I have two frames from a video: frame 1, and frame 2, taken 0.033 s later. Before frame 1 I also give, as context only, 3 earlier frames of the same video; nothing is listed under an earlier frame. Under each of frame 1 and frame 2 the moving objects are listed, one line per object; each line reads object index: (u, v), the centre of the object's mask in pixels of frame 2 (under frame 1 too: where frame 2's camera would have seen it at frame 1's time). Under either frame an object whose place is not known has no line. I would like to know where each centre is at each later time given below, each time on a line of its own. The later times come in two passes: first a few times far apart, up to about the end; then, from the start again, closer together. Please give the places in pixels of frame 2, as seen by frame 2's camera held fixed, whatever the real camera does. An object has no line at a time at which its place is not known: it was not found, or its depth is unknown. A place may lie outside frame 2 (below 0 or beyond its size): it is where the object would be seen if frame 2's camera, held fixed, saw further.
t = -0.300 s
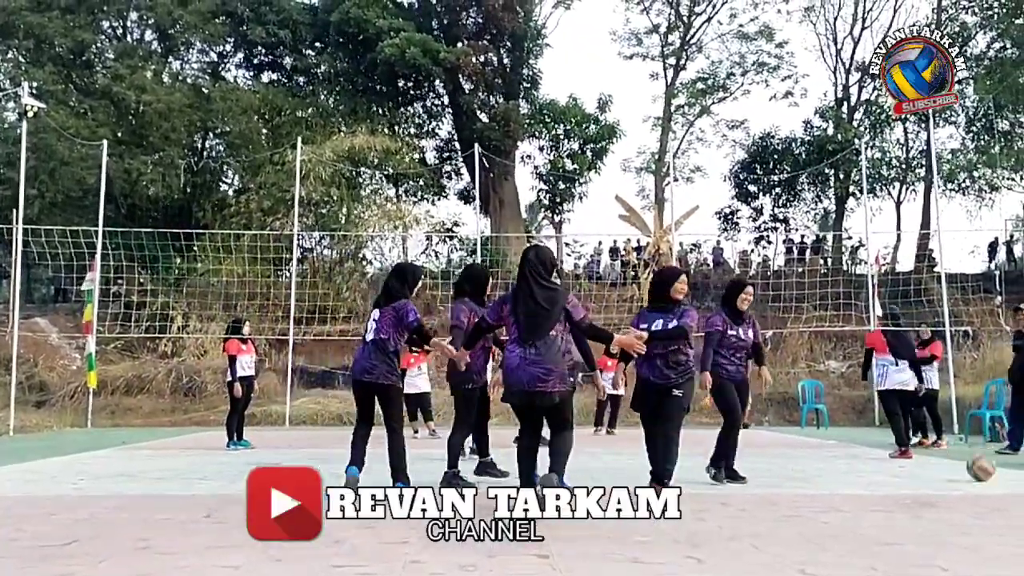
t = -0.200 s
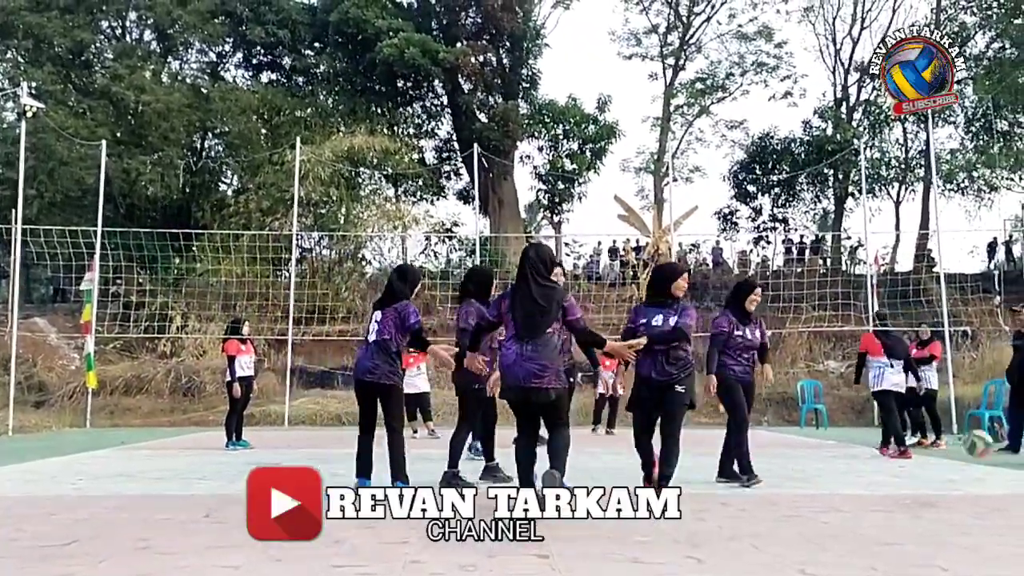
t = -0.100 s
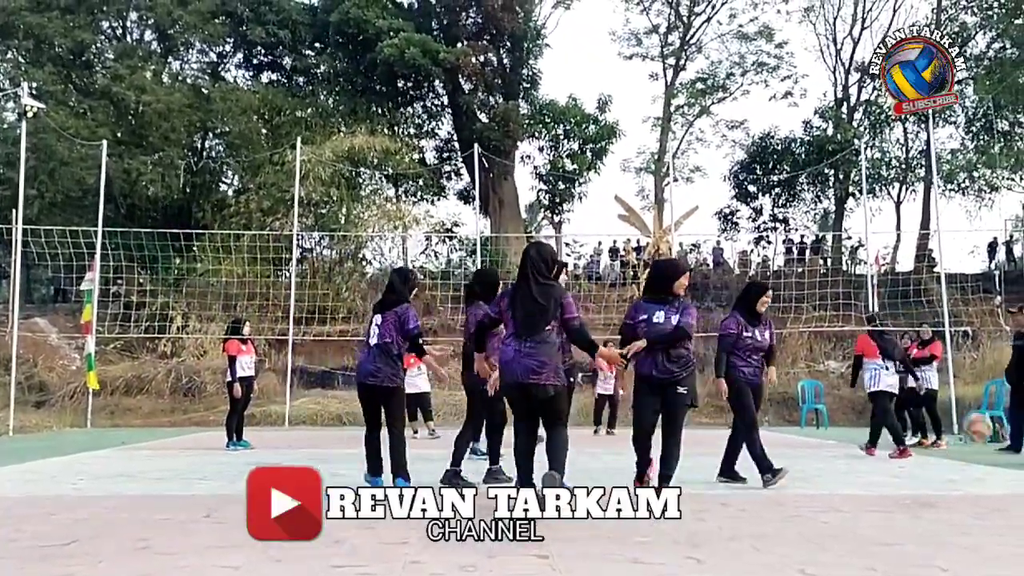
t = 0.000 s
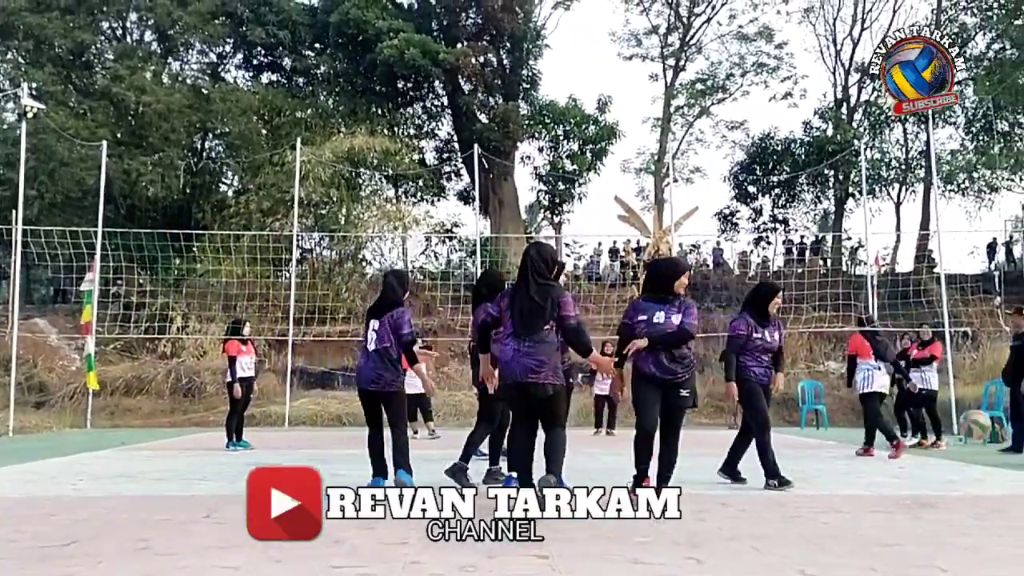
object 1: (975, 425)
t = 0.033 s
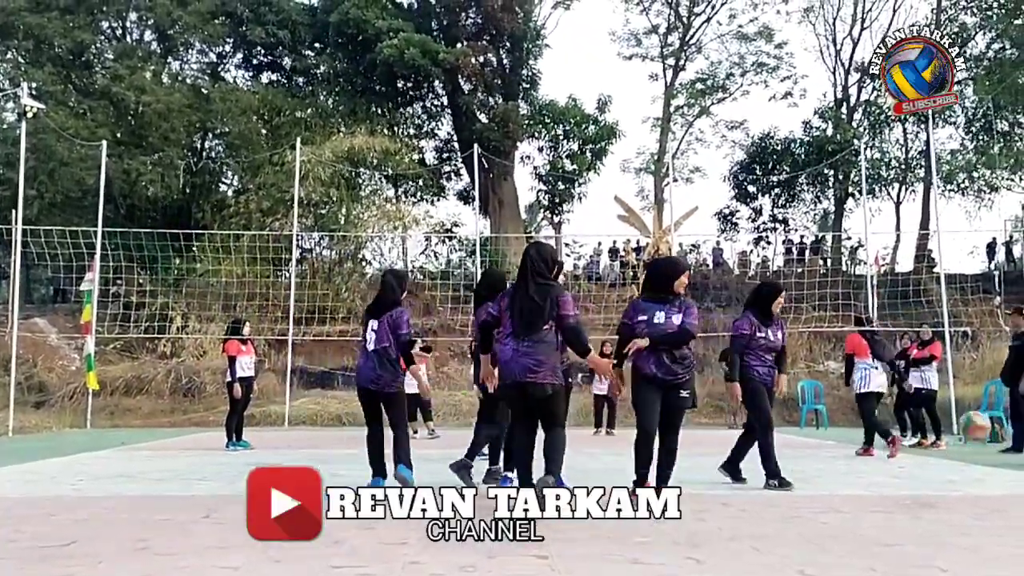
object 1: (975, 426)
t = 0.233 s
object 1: (971, 477)
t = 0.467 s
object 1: (966, 446)
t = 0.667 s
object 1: (963, 476)
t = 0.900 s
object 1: (959, 476)
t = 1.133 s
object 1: (953, 527)
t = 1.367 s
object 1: (949, 514)
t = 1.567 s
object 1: (938, 554)
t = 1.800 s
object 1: (926, 552)
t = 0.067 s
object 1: (973, 431)
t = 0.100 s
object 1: (973, 436)
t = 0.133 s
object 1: (972, 443)
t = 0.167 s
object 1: (971, 452)
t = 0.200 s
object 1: (971, 464)
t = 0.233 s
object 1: (971, 477)
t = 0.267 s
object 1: (970, 485)
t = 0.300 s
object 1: (969, 469)
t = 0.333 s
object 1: (968, 465)
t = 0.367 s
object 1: (968, 458)
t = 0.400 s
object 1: (966, 452)
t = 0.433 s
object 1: (966, 448)
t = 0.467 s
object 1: (966, 446)
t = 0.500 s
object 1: (965, 446)
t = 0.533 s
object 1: (965, 448)
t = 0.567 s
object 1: (964, 451)
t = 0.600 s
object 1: (963, 457)
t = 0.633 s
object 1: (963, 465)
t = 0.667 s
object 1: (963, 476)
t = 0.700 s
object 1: (962, 489)
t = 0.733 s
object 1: (962, 503)
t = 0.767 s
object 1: (961, 505)
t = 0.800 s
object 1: (960, 494)
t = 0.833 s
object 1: (961, 485)
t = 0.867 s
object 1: (959, 480)
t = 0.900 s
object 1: (959, 476)
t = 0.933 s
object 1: (958, 474)
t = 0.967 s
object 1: (957, 476)
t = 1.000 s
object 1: (956, 480)
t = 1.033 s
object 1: (956, 483)
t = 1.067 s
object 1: (956, 491)
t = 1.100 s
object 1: (955, 503)
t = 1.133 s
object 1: (953, 527)
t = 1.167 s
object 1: (954, 535)
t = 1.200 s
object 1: (953, 533)
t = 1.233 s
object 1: (951, 523)
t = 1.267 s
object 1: (950, 517)
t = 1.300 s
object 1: (949, 512)
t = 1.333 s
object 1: (949, 512)
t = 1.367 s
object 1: (949, 514)
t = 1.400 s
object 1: (950, 519)
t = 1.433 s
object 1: (949, 527)
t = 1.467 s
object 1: (948, 538)
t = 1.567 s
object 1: (938, 554)
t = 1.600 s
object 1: (939, 548)
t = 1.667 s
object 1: (933, 543)
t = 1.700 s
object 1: (932, 541)
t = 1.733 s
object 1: (931, 542)
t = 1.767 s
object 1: (929, 546)
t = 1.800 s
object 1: (926, 552)
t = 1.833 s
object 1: (924, 558)
